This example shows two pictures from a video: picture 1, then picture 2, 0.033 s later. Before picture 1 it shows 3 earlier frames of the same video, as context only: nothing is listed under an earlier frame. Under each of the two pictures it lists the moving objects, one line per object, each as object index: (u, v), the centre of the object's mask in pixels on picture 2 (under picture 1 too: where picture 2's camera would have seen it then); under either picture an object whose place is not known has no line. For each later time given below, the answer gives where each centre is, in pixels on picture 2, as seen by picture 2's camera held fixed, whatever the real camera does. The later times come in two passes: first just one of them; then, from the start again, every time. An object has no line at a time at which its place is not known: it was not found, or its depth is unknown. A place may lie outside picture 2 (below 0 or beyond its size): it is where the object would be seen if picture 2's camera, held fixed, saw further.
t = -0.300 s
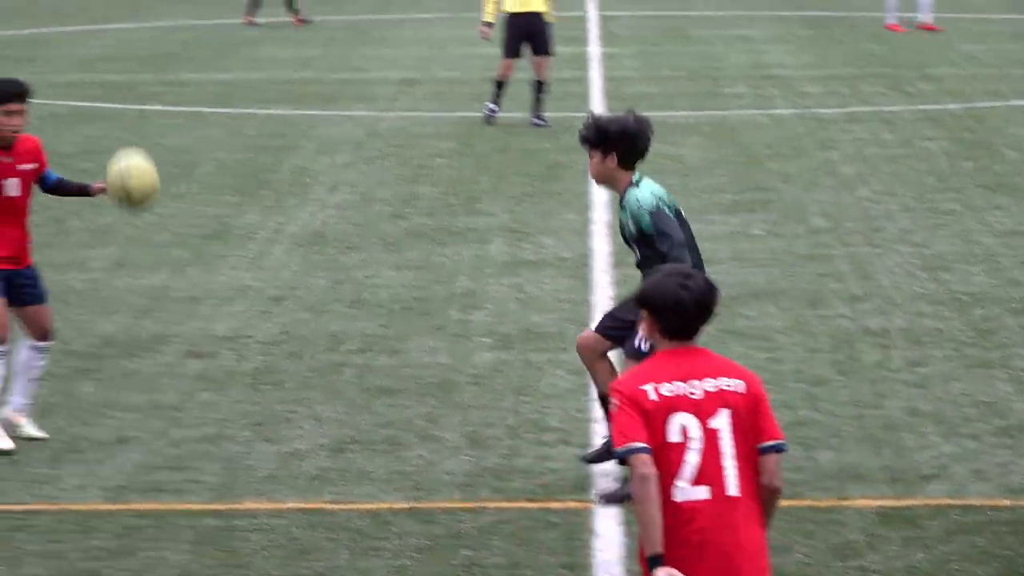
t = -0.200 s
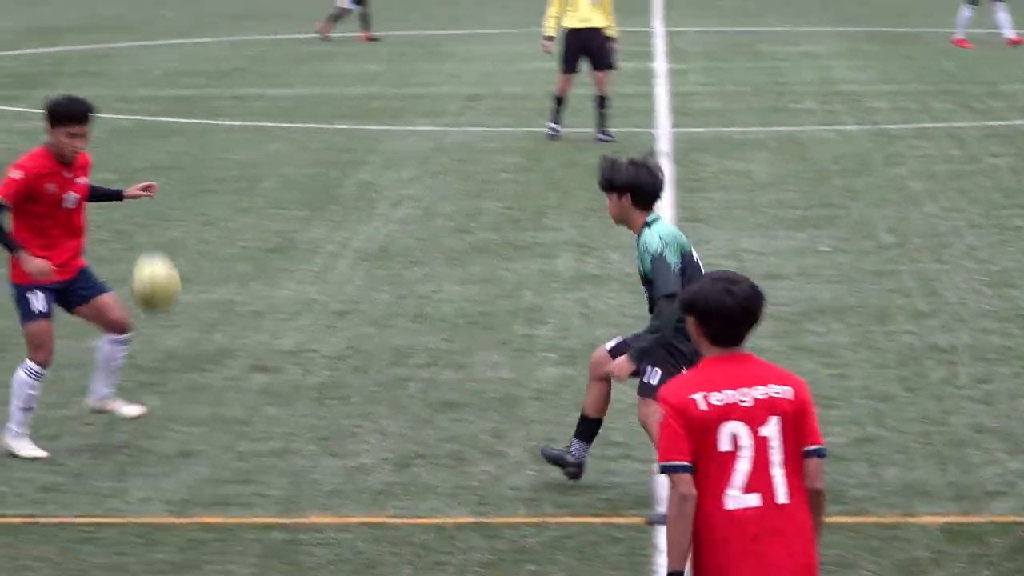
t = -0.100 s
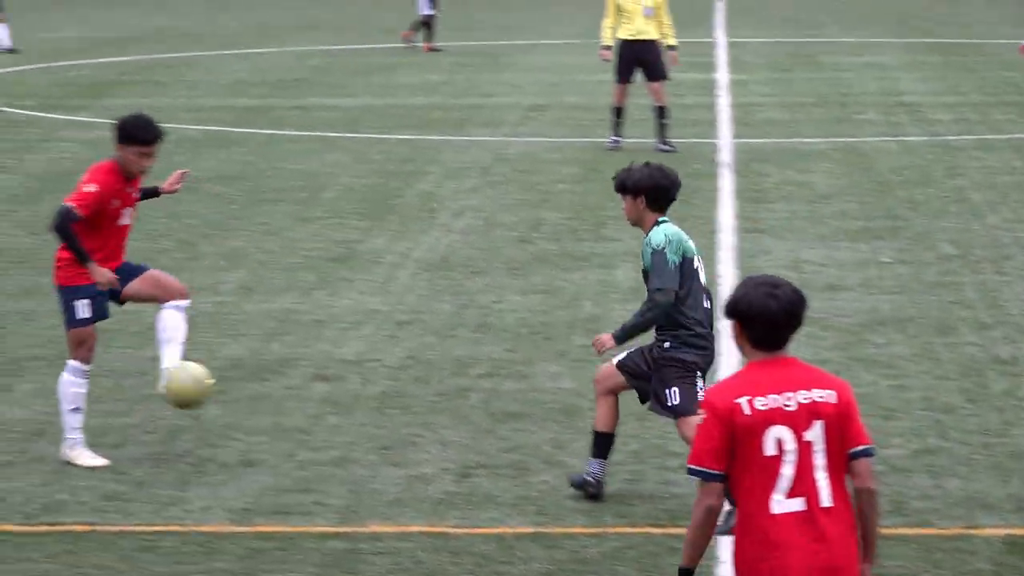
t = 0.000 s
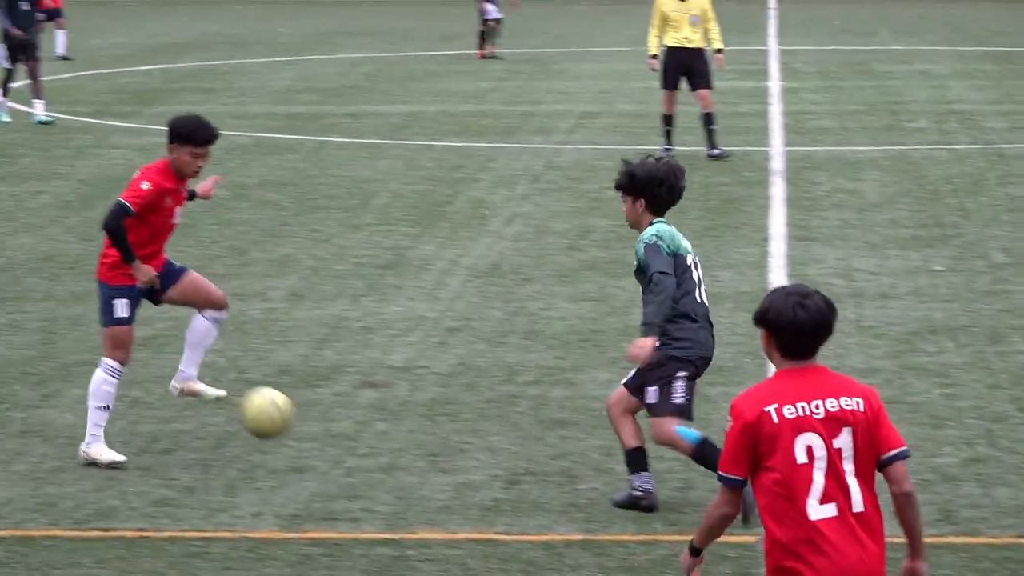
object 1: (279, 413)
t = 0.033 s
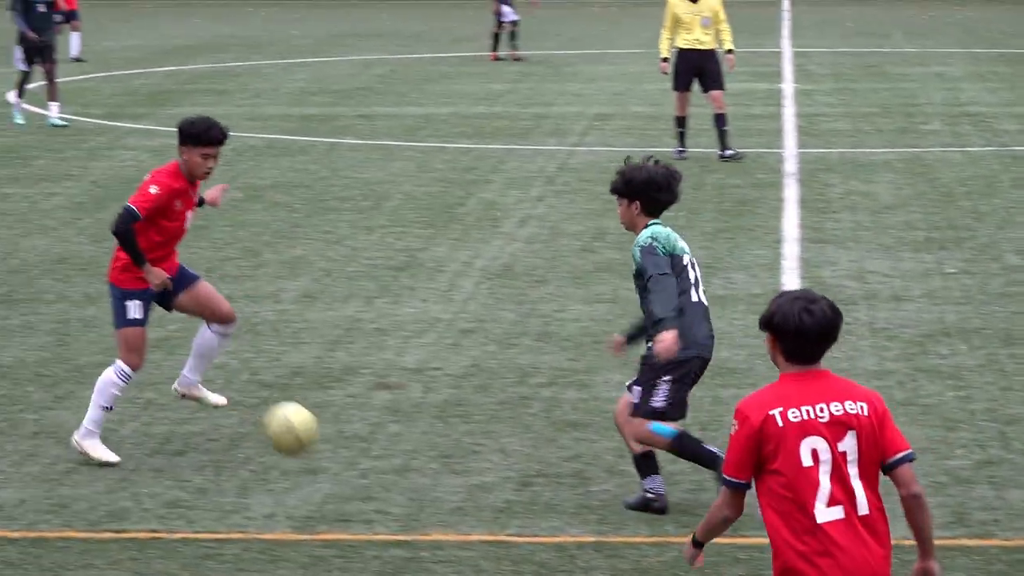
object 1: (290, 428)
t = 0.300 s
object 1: (384, 535)
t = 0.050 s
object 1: (296, 436)
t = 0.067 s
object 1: (303, 445)
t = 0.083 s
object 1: (308, 455)
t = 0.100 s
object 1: (314, 465)
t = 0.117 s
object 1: (320, 476)
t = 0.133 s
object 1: (326, 488)
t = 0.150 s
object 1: (331, 501)
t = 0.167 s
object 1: (338, 513)
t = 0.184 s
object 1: (346, 530)
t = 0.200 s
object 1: (354, 546)
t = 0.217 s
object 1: (359, 549)
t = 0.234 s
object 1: (364, 546)
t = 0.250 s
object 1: (368, 544)
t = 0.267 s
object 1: (373, 540)
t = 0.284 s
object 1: (378, 538)
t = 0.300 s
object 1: (384, 535)
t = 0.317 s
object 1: (388, 535)
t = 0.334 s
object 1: (393, 535)
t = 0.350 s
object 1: (398, 535)
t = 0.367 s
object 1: (403, 536)
